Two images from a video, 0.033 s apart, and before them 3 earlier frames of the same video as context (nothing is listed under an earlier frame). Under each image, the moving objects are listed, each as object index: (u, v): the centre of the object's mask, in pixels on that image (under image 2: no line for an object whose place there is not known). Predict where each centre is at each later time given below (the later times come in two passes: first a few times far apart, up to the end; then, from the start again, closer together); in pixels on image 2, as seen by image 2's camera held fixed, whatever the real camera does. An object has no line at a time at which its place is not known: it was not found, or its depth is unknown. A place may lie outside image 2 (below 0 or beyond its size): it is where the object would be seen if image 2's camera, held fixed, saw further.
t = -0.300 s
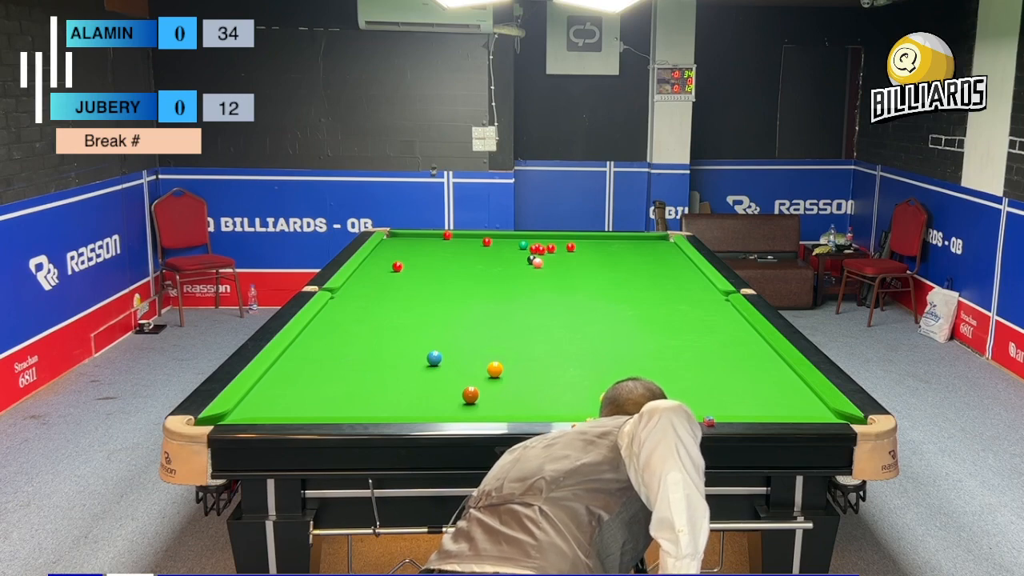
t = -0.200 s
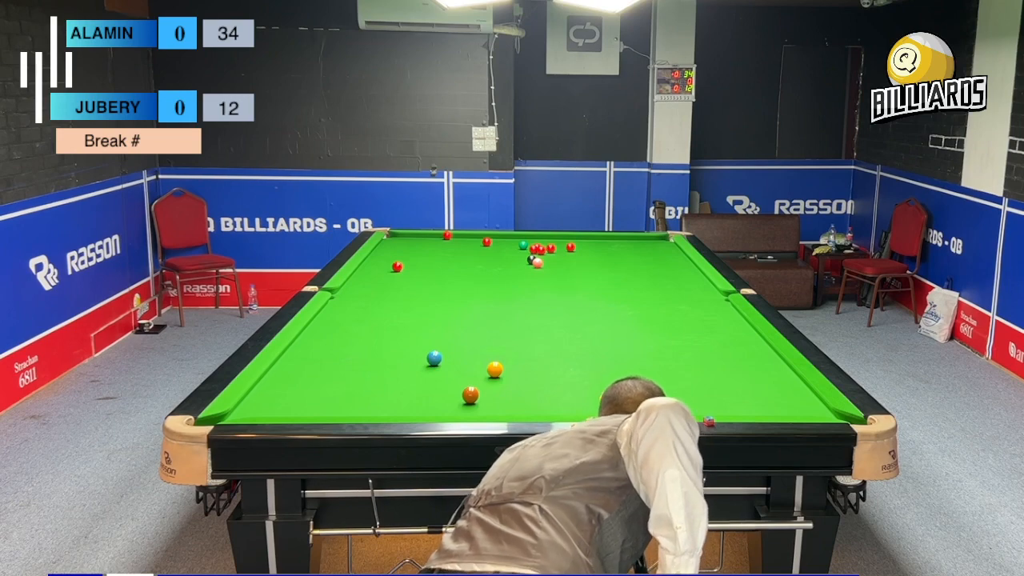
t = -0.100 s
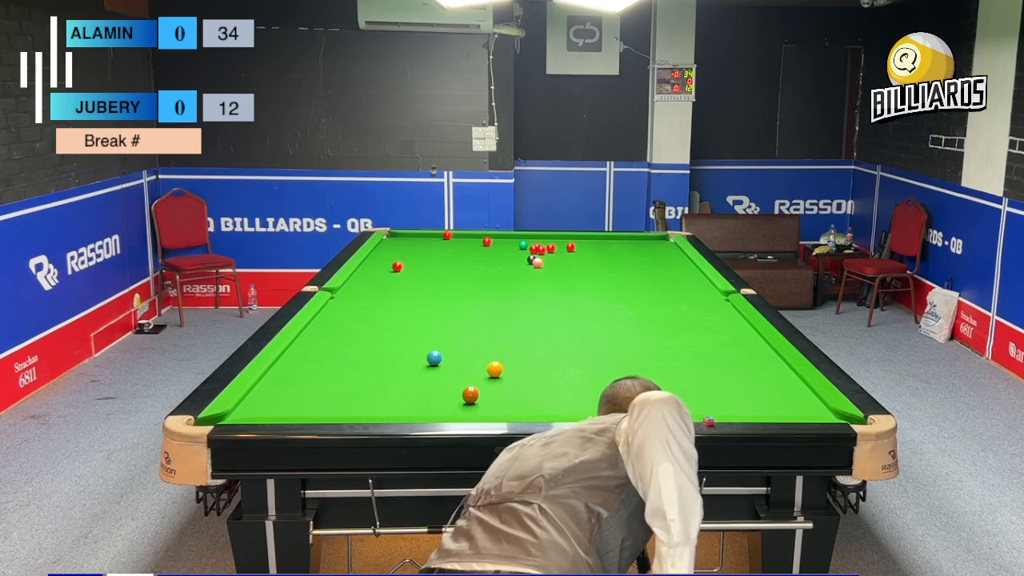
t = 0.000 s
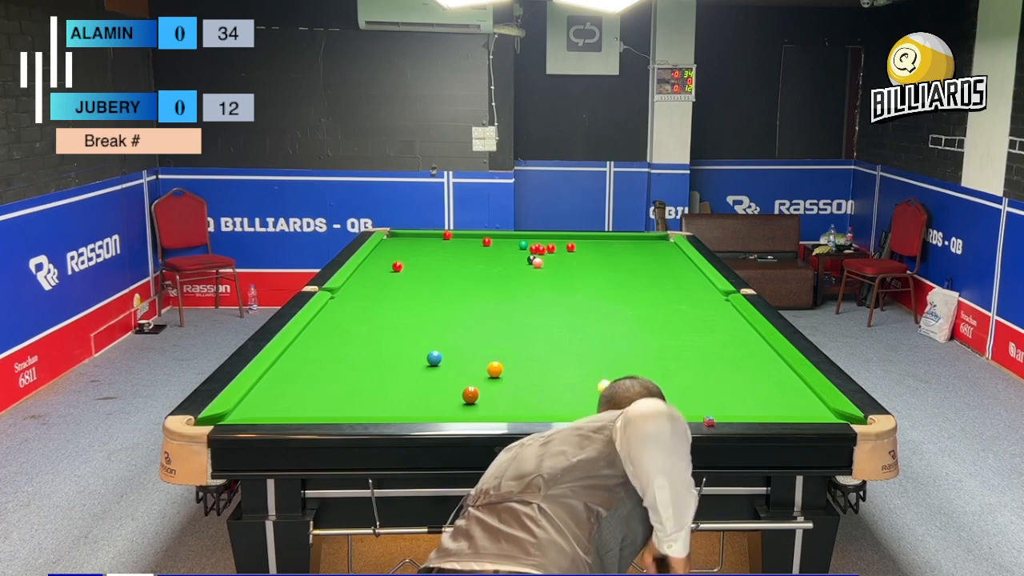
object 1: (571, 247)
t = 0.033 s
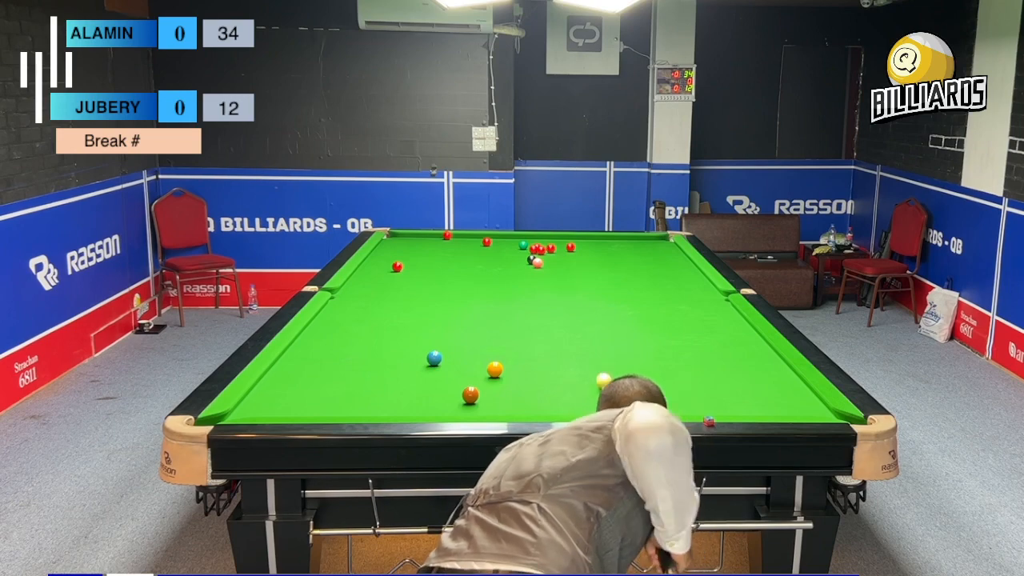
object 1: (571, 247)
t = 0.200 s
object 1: (571, 247)
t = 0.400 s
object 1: (570, 247)
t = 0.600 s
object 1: (571, 247)
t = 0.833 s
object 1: (571, 247)
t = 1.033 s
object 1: (570, 247)
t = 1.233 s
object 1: (563, 245)
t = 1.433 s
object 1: (536, 236)
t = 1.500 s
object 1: (530, 236)
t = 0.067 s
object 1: (571, 247)
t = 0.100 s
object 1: (571, 247)
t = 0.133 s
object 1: (571, 247)
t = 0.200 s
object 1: (571, 247)
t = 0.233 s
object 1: (571, 247)
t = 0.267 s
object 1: (571, 247)
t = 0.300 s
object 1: (571, 247)
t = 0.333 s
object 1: (571, 247)
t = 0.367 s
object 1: (571, 247)
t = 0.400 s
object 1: (570, 247)
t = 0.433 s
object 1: (570, 247)
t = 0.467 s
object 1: (570, 247)
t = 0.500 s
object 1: (570, 247)
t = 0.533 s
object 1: (570, 247)
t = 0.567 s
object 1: (571, 247)
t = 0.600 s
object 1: (571, 247)
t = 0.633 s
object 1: (571, 247)
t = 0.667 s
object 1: (571, 247)
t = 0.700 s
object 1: (571, 247)
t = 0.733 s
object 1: (571, 247)
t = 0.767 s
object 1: (570, 247)
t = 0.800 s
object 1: (571, 247)
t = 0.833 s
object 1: (571, 247)
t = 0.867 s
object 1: (571, 247)
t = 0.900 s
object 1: (571, 247)
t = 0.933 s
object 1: (571, 247)
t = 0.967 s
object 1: (571, 247)
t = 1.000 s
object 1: (571, 247)
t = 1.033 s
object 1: (570, 247)
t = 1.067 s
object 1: (570, 247)
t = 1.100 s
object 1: (570, 247)
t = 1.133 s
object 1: (570, 246)
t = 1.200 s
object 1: (567, 246)
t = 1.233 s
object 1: (563, 245)
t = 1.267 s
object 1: (558, 243)
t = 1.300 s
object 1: (553, 241)
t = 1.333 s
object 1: (549, 240)
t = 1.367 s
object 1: (544, 239)
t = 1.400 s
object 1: (540, 238)
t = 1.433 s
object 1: (536, 236)
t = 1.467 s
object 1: (533, 236)
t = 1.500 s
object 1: (530, 236)
